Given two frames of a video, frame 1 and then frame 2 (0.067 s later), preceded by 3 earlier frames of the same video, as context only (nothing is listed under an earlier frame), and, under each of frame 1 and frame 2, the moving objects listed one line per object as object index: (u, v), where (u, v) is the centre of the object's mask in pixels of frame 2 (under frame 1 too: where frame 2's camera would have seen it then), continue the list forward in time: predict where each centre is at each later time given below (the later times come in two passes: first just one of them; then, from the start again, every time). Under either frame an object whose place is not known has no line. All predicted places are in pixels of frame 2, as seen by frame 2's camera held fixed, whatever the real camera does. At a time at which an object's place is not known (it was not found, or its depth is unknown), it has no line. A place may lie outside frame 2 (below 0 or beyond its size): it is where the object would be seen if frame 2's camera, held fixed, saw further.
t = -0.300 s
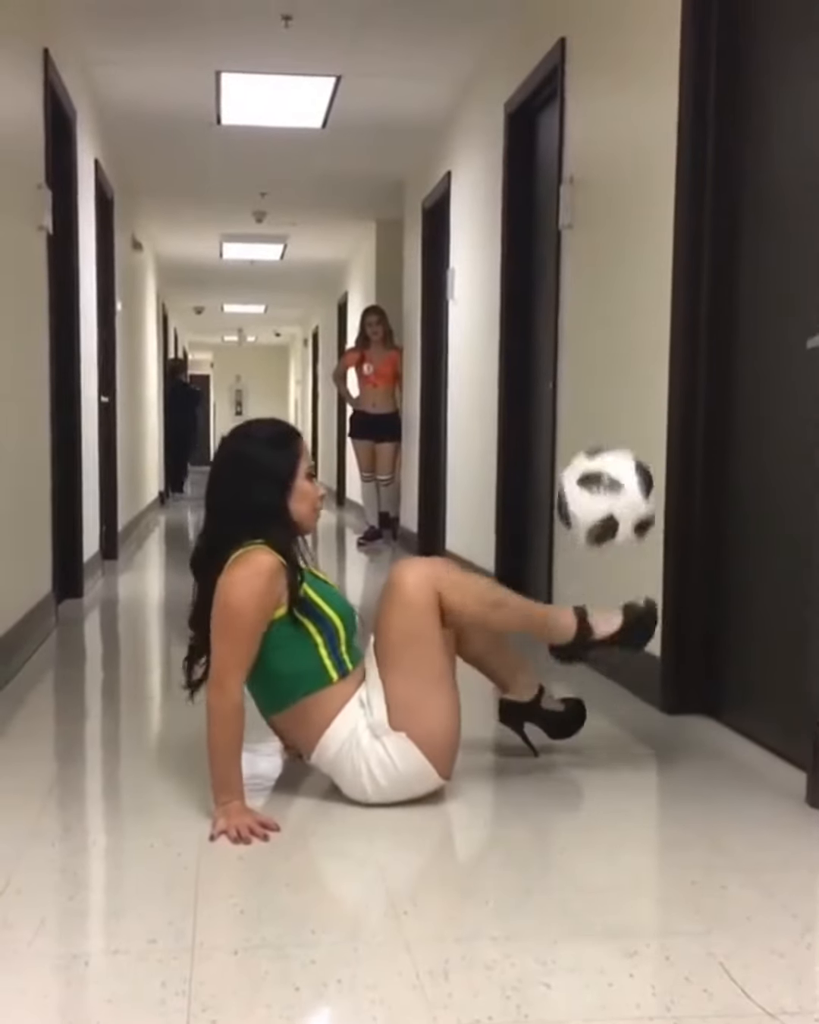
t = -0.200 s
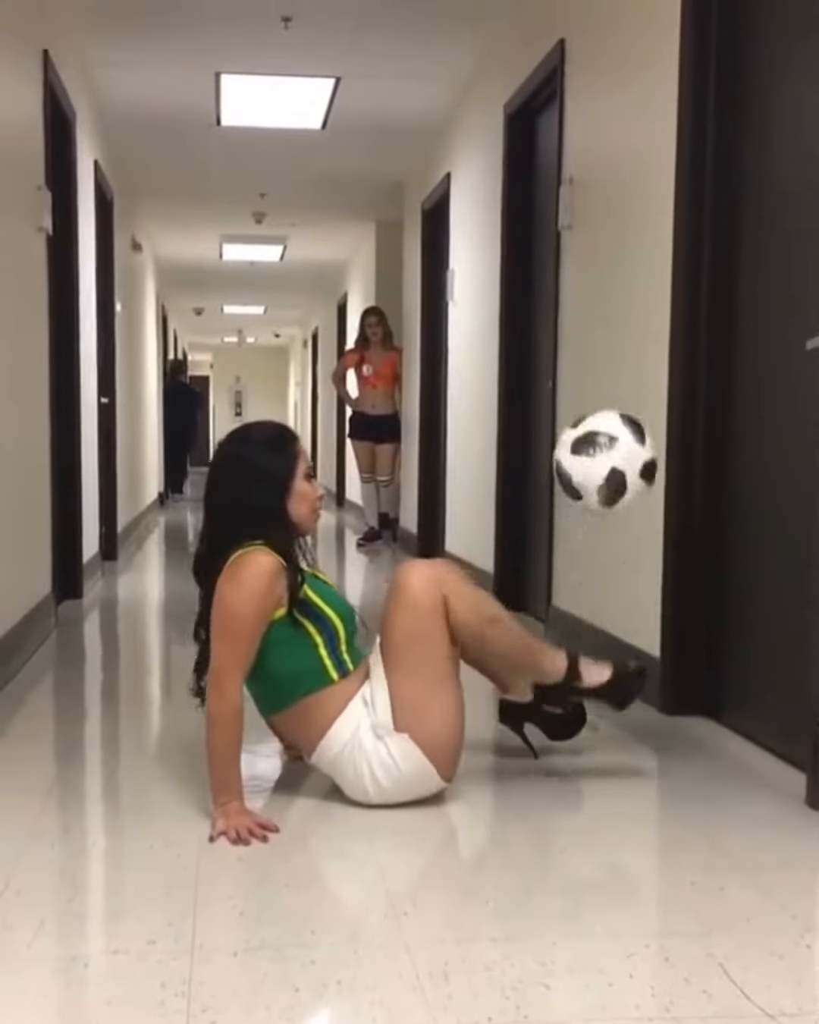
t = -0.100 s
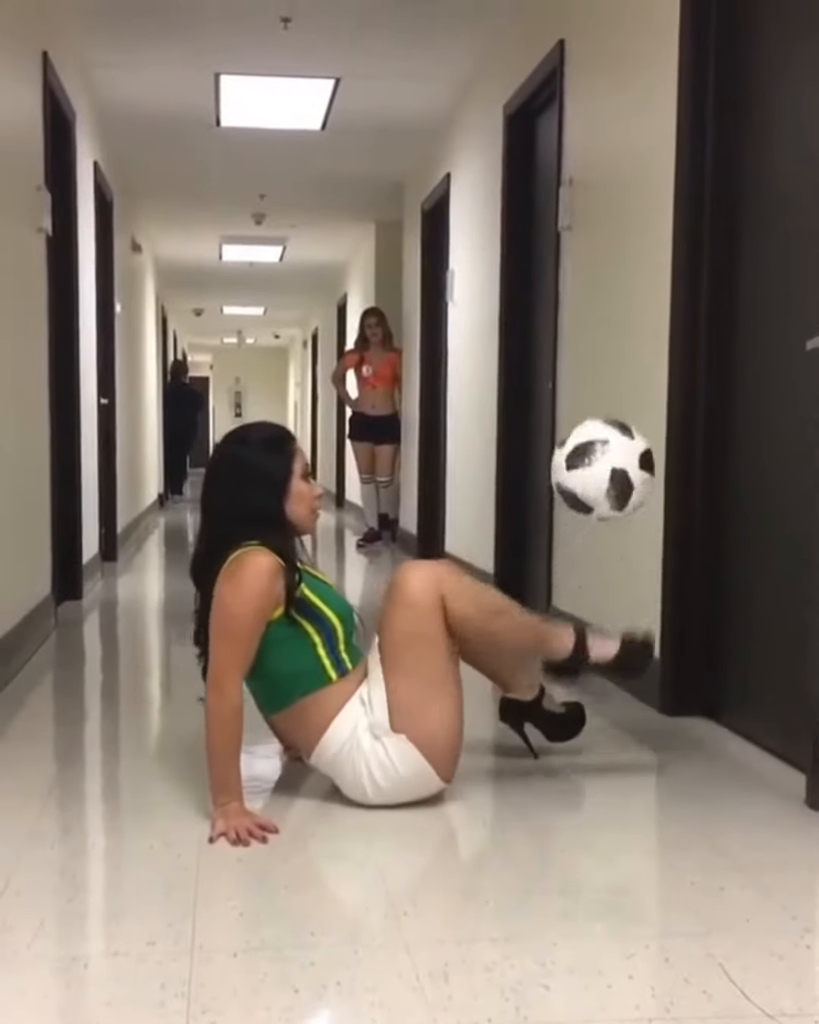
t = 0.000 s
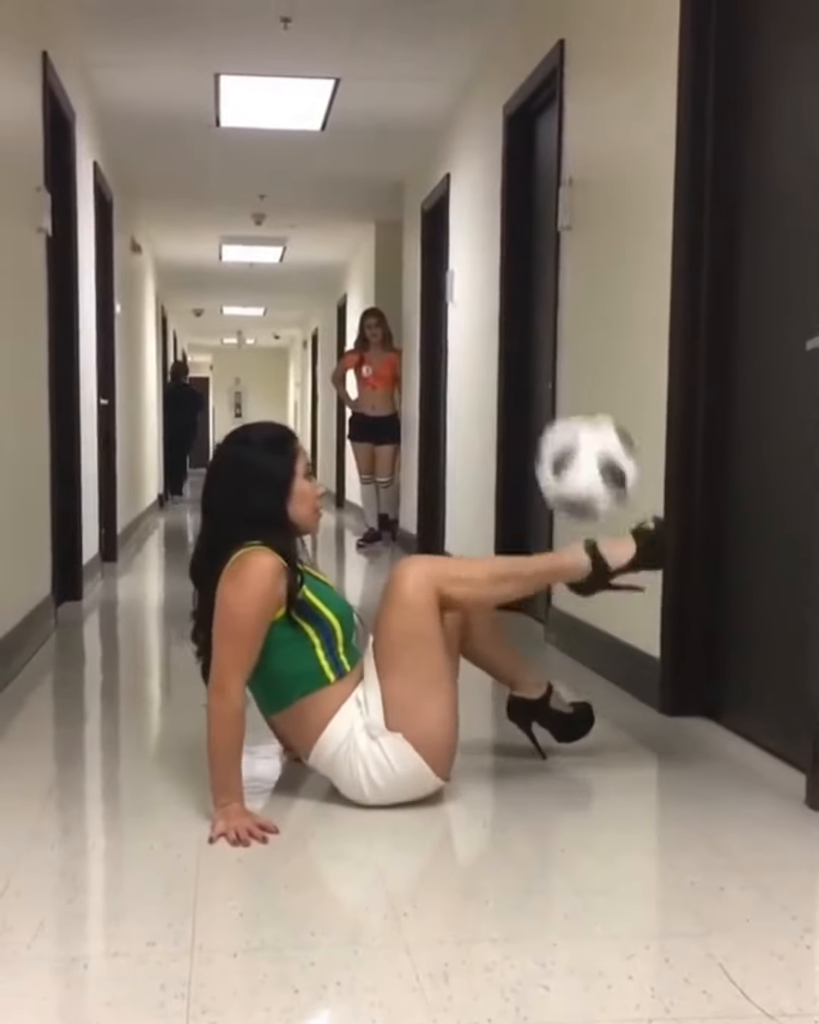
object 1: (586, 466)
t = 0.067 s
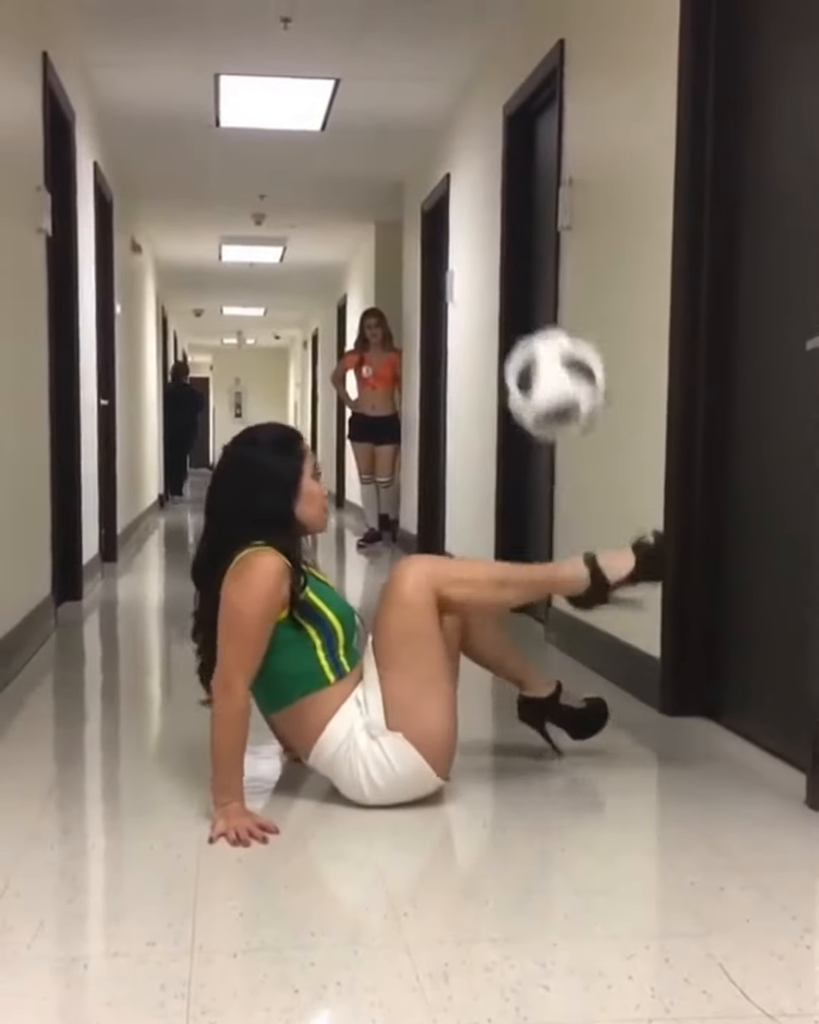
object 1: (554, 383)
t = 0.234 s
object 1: (473, 264)
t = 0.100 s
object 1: (539, 350)
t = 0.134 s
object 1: (525, 320)
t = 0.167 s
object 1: (507, 296)
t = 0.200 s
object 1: (489, 278)
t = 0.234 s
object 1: (473, 264)
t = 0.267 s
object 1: (457, 257)
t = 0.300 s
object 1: (440, 254)
